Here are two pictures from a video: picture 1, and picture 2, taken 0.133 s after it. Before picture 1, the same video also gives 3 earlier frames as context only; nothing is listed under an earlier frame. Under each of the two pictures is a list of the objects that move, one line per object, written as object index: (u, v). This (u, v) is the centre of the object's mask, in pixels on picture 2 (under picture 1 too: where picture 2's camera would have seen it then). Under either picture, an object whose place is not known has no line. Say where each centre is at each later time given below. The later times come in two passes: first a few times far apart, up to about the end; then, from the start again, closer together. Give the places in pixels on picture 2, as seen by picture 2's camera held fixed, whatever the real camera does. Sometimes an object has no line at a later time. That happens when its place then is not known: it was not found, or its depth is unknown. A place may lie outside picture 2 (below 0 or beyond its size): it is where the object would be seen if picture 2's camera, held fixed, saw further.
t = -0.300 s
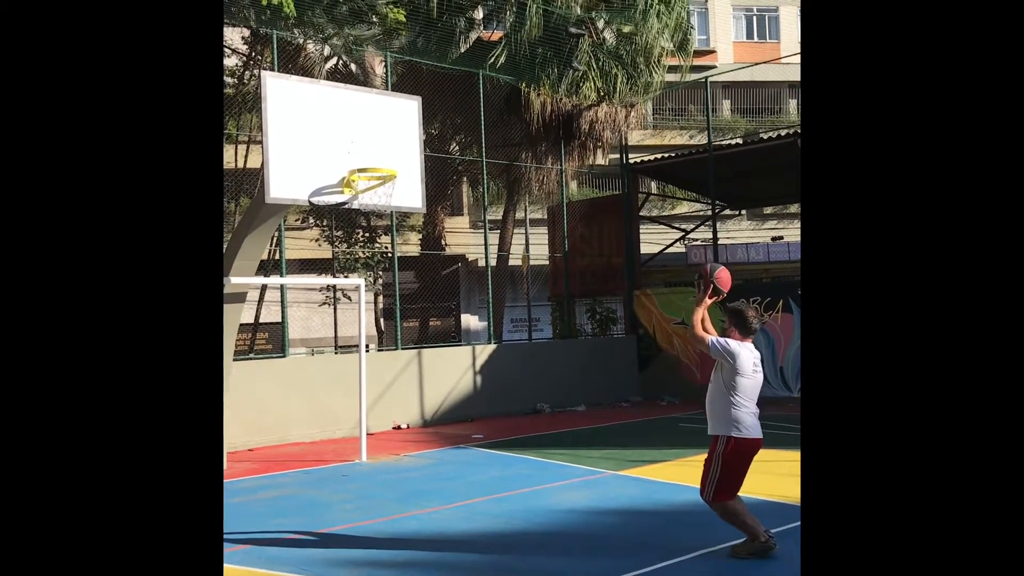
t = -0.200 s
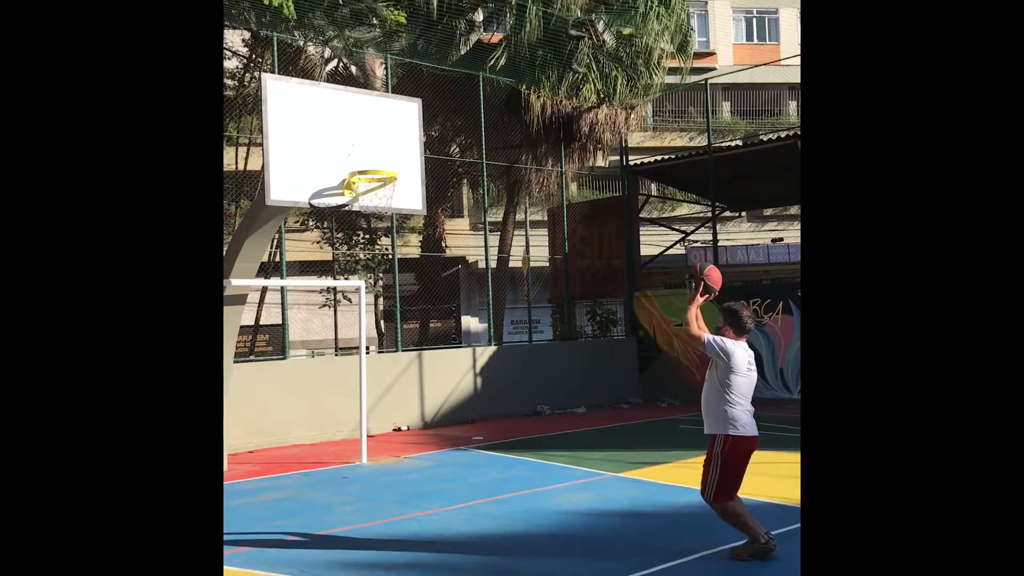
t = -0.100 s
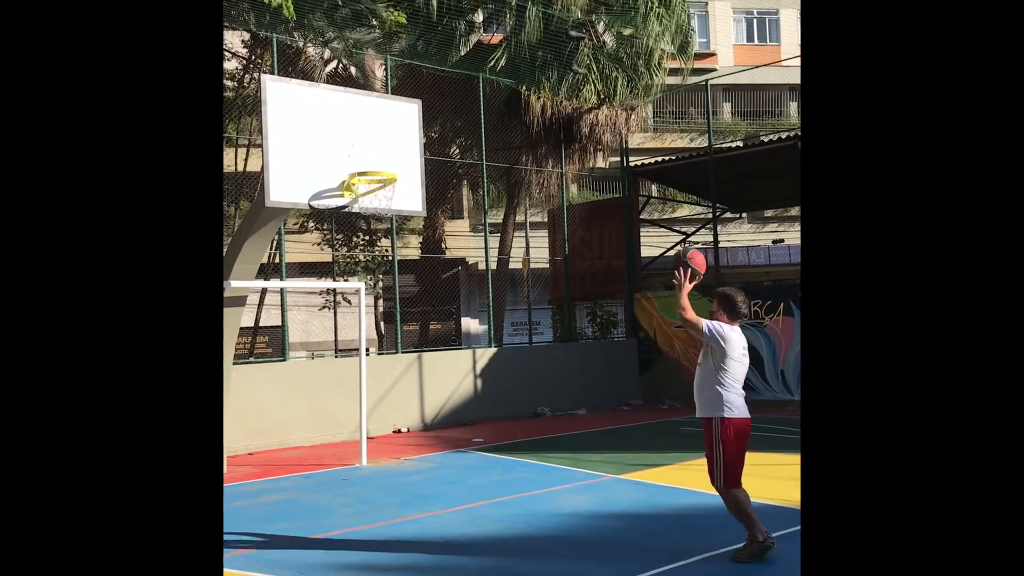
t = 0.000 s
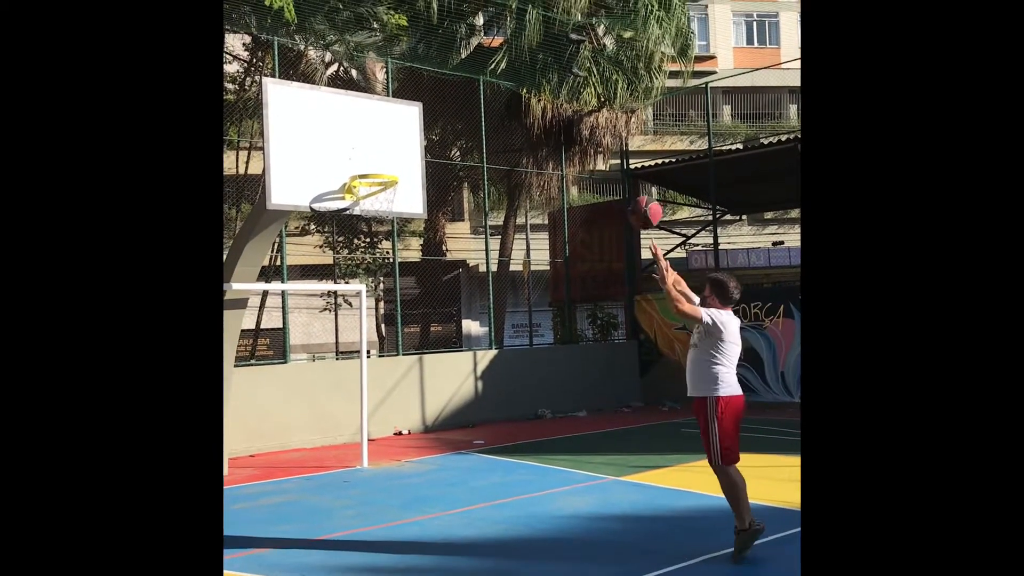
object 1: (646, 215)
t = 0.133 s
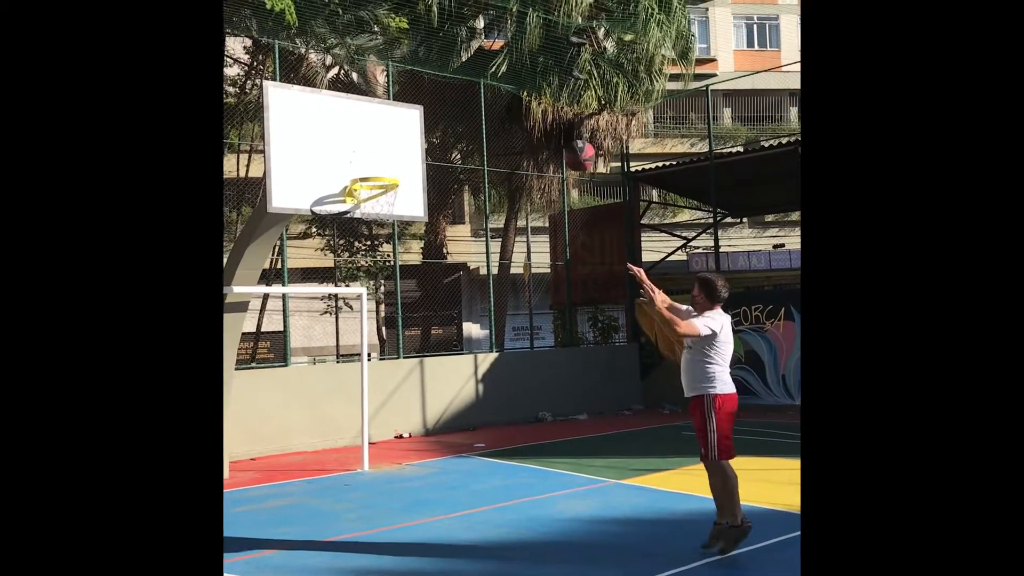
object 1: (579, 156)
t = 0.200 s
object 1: (548, 137)
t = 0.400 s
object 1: (470, 117)
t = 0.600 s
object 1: (403, 143)
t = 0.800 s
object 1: (367, 143)
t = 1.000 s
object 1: (349, 133)
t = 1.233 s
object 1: (330, 175)
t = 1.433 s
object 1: (315, 254)
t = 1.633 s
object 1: (303, 376)
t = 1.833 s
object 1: (290, 476)
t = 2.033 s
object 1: (267, 361)
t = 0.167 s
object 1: (565, 144)
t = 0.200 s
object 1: (548, 137)
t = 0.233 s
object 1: (536, 128)
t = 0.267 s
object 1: (522, 123)
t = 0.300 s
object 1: (509, 120)
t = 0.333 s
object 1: (495, 117)
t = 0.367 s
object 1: (483, 117)
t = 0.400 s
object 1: (470, 117)
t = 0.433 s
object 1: (459, 118)
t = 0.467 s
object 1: (447, 120)
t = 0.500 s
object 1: (436, 124)
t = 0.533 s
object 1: (425, 130)
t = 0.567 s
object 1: (414, 136)
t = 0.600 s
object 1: (403, 143)
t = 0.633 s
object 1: (393, 151)
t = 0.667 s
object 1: (383, 160)
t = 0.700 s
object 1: (377, 163)
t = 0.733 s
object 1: (373, 155)
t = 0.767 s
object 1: (370, 148)
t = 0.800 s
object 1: (367, 143)
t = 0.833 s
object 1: (364, 138)
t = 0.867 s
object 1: (361, 135)
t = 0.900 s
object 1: (358, 133)
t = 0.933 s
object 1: (355, 132)
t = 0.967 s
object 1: (352, 132)
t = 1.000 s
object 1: (349, 133)
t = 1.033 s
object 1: (346, 136)
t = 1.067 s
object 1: (343, 139)
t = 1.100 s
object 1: (340, 144)
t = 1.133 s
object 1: (337, 150)
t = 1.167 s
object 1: (335, 157)
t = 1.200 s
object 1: (332, 165)
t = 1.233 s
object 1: (330, 175)
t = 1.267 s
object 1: (327, 185)
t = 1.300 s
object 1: (325, 197)
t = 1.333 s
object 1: (322, 209)
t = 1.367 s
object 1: (320, 223)
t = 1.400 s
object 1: (318, 238)
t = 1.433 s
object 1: (315, 254)
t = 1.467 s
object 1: (314, 272)
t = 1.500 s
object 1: (311, 290)
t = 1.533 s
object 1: (309, 311)
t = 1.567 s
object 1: (307, 331)
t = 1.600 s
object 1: (305, 353)
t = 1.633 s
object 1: (303, 376)
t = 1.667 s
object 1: (301, 400)
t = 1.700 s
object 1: (300, 425)
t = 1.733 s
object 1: (298, 452)
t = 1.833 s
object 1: (290, 476)
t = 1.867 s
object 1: (286, 453)
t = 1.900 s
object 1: (283, 432)
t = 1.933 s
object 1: (279, 412)
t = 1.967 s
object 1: (275, 394)
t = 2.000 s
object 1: (271, 377)
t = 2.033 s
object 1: (267, 361)
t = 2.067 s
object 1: (265, 346)
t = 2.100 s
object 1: (260, 333)
